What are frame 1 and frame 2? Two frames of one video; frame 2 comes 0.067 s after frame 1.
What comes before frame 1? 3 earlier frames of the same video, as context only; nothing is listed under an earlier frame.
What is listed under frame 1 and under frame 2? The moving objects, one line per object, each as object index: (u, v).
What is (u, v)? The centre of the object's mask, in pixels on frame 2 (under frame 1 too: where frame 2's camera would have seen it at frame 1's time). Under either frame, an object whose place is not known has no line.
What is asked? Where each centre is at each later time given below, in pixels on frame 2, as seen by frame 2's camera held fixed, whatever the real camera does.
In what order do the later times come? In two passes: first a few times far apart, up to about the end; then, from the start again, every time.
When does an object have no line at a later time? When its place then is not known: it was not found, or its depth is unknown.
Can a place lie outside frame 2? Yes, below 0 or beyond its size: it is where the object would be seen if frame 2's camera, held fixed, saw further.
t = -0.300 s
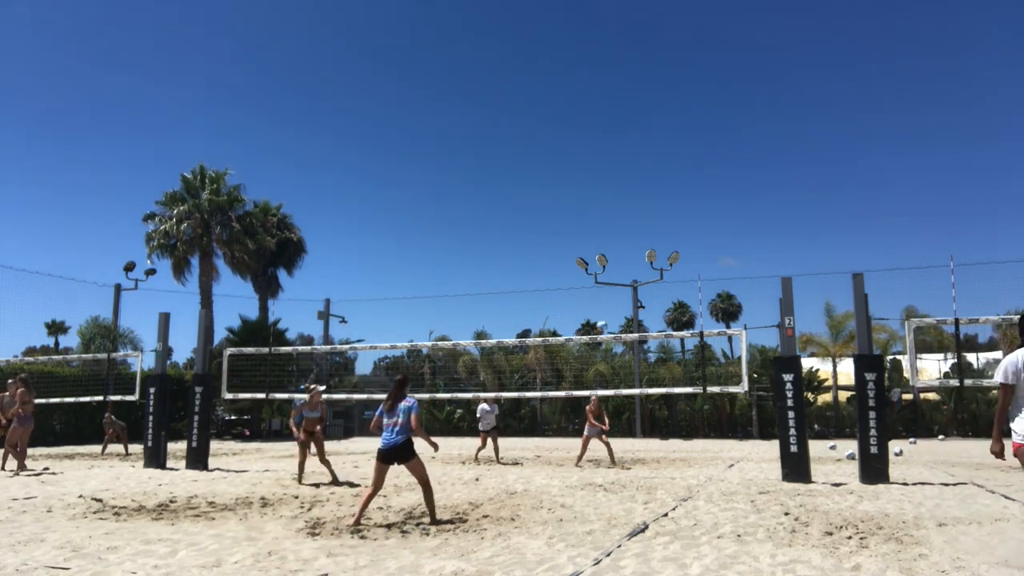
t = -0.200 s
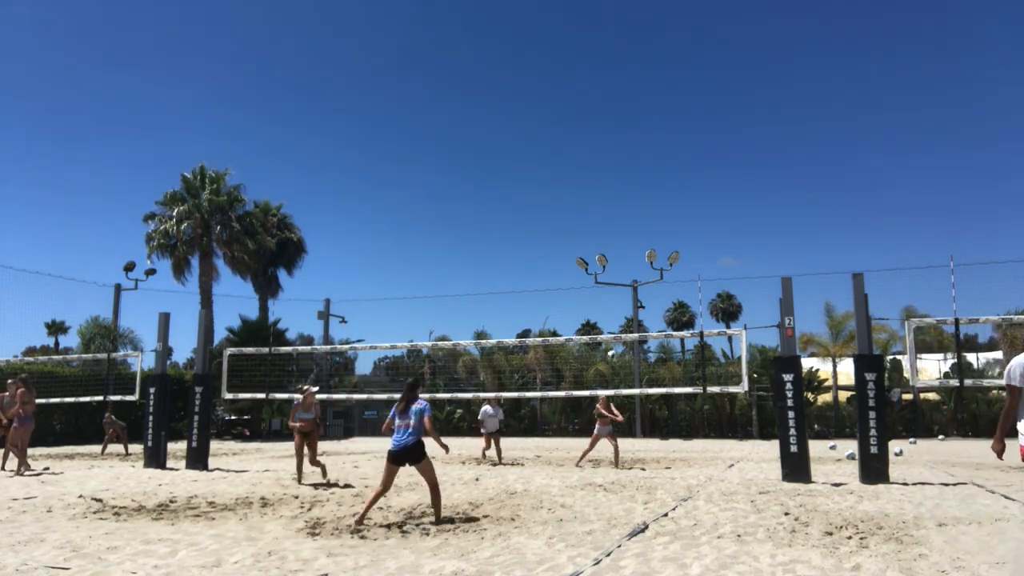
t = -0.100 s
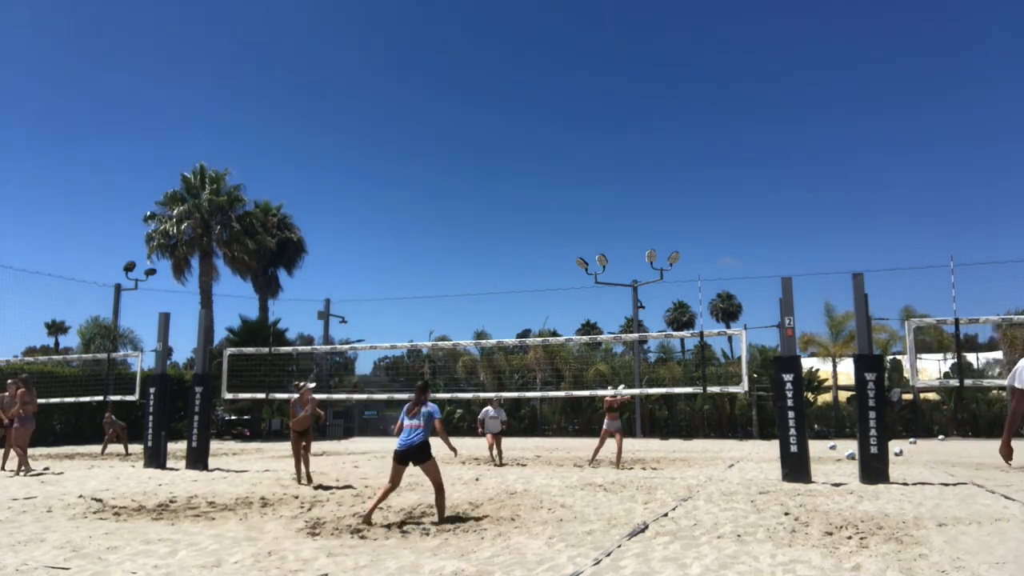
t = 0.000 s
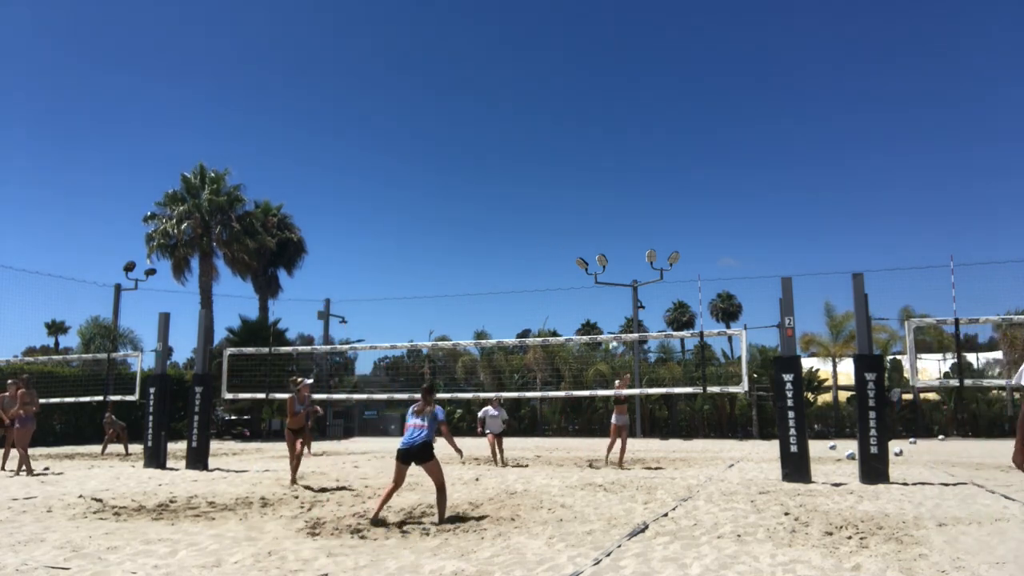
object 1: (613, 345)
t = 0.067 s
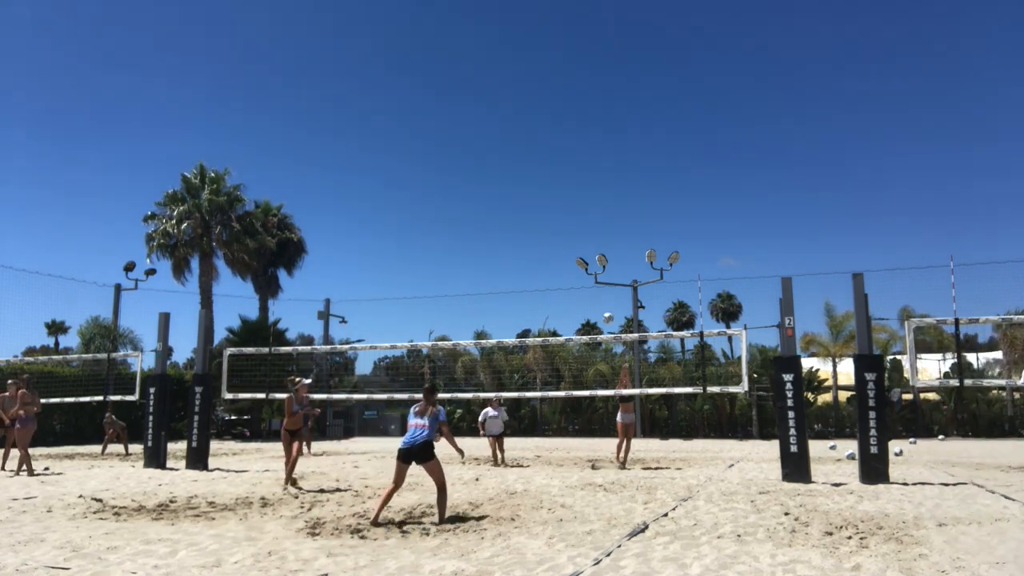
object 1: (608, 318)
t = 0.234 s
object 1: (592, 257)
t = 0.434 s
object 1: (574, 206)
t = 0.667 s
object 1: (555, 171)
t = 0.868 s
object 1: (538, 162)
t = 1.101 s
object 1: (521, 174)
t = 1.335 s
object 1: (505, 210)
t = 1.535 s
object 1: (490, 259)
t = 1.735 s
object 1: (477, 326)
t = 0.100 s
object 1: (604, 304)
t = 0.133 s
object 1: (601, 291)
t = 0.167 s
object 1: (597, 279)
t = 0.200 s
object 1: (595, 268)
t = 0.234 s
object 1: (592, 257)
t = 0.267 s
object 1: (588, 247)
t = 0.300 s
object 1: (586, 237)
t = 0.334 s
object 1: (582, 229)
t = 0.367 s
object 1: (579, 221)
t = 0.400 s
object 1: (577, 213)
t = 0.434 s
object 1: (574, 206)
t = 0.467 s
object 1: (571, 199)
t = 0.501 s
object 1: (568, 193)
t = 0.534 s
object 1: (565, 188)
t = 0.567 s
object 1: (562, 183)
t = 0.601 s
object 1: (560, 179)
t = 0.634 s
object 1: (557, 175)
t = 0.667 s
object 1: (555, 171)
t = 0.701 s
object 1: (552, 168)
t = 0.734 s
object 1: (549, 166)
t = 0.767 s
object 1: (546, 164)
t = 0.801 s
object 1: (544, 163)
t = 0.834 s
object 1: (541, 162)
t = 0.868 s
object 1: (538, 162)
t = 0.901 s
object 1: (536, 162)
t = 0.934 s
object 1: (533, 163)
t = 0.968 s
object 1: (530, 164)
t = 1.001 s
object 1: (528, 166)
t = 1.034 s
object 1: (526, 168)
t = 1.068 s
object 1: (524, 171)
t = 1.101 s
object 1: (521, 174)
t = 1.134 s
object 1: (518, 178)
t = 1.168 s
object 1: (516, 182)
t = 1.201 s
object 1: (514, 186)
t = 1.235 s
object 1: (512, 191)
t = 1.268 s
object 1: (509, 196)
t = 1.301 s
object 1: (506, 203)
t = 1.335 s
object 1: (505, 210)
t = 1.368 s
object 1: (502, 216)
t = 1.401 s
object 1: (500, 224)
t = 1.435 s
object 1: (497, 232)
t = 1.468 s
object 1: (495, 240)
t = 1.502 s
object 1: (493, 250)
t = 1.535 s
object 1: (490, 259)
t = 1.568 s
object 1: (488, 269)
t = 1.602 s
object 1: (486, 279)
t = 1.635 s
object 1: (484, 290)
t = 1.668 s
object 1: (482, 302)
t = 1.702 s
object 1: (480, 314)
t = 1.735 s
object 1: (477, 326)
